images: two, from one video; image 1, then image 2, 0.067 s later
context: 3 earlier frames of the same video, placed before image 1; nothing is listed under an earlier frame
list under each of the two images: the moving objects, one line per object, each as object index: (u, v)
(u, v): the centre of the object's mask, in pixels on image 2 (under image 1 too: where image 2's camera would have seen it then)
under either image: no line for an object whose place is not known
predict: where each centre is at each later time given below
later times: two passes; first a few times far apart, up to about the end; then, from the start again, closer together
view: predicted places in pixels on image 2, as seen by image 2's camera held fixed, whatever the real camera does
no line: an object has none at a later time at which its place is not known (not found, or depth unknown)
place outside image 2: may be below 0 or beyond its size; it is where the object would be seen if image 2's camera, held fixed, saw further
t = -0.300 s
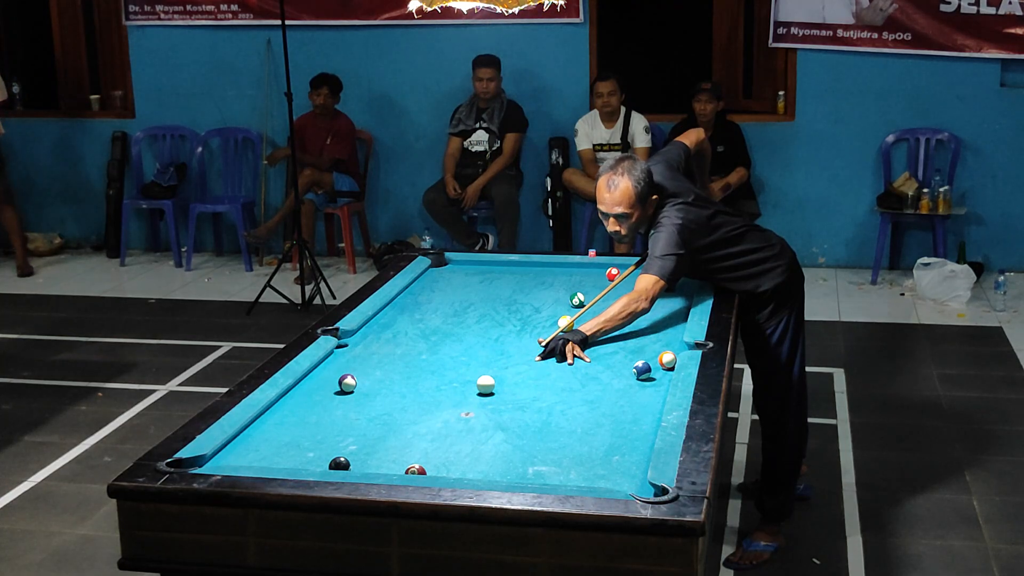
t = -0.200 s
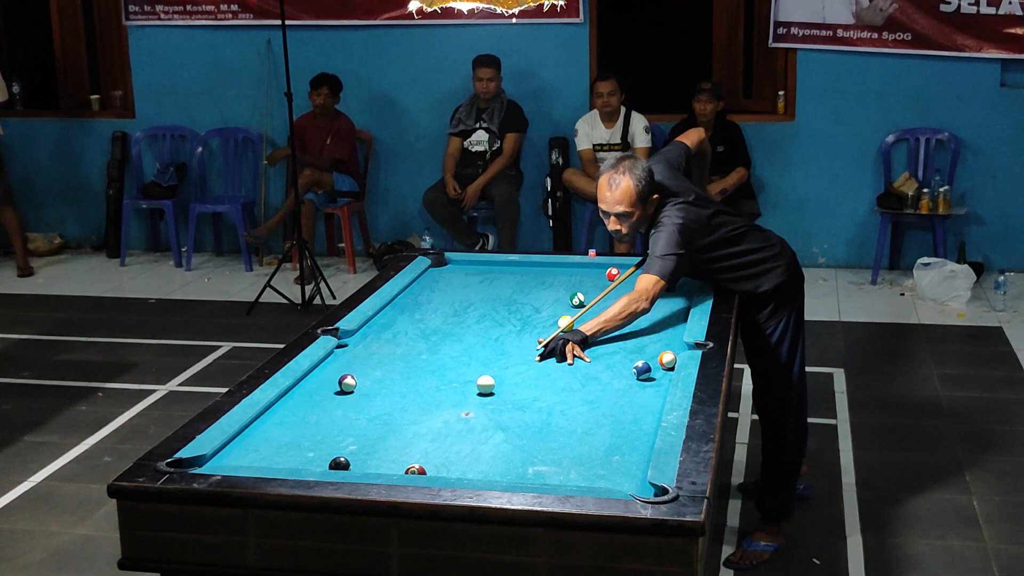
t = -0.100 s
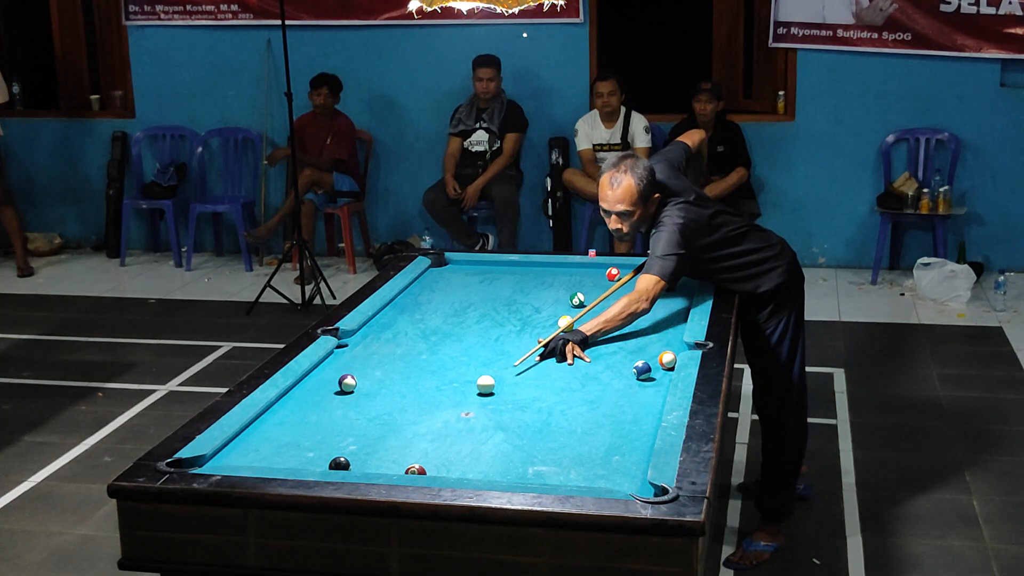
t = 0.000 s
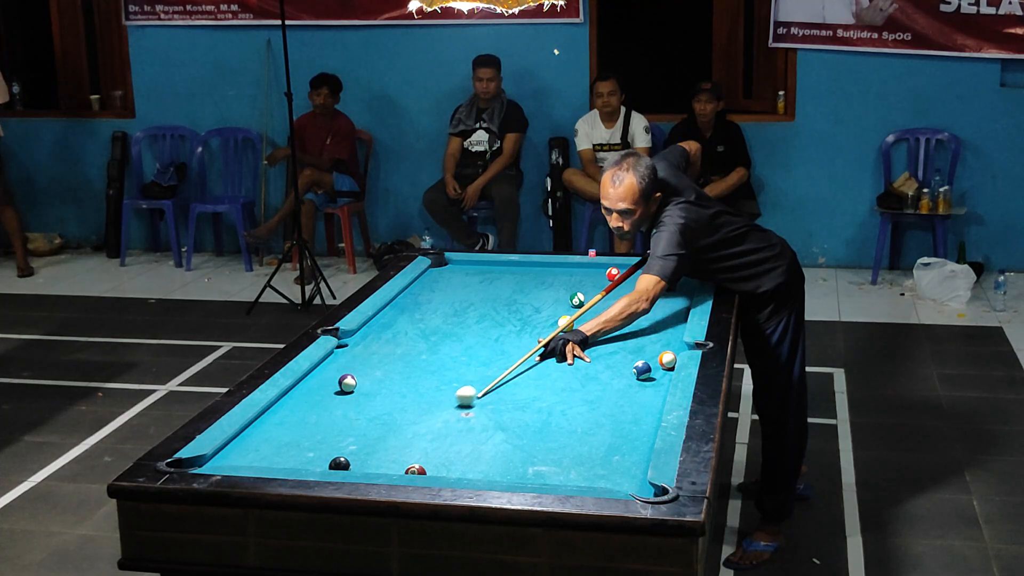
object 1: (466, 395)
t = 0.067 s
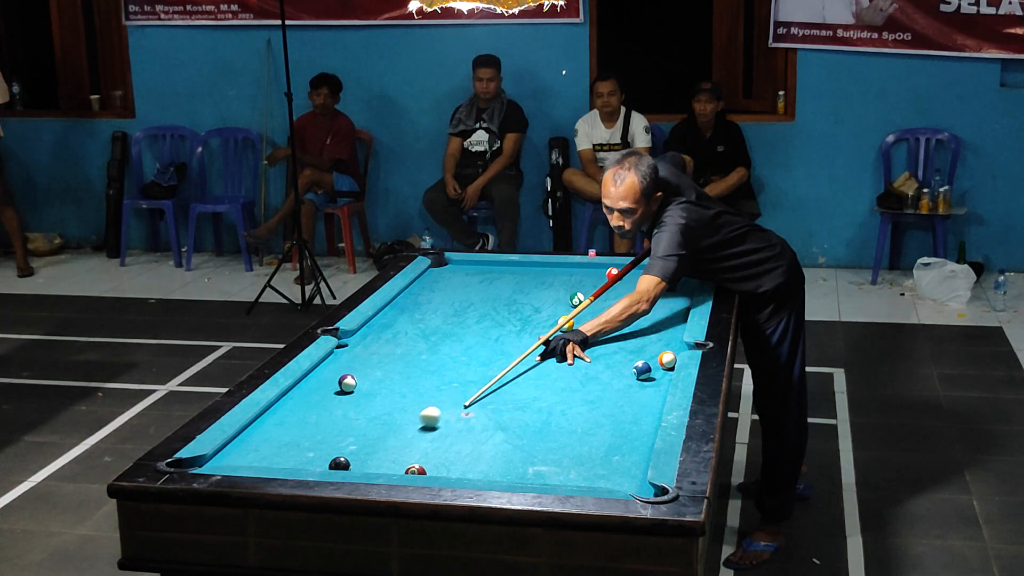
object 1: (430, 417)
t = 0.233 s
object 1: (358, 461)
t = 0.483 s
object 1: (374, 466)
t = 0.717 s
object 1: (388, 468)
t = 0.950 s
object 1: (398, 467)
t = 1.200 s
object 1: (403, 465)
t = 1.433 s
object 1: (407, 464)
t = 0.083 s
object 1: (421, 422)
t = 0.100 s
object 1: (413, 427)
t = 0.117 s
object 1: (404, 432)
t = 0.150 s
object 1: (387, 442)
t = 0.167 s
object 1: (379, 448)
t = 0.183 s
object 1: (371, 452)
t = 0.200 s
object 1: (363, 457)
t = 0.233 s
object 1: (358, 461)
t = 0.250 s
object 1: (360, 461)
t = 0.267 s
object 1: (361, 462)
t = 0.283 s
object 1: (362, 462)
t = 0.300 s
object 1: (363, 463)
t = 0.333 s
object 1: (365, 463)
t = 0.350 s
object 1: (366, 463)
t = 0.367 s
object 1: (367, 464)
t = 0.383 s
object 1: (368, 464)
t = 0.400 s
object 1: (369, 464)
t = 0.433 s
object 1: (371, 465)
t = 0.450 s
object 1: (372, 465)
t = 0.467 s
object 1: (373, 466)
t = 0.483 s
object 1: (374, 466)
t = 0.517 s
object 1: (376, 466)
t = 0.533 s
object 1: (377, 467)
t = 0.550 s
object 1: (378, 467)
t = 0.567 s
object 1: (379, 467)
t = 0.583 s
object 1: (380, 467)
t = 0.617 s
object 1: (382, 468)
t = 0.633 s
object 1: (383, 468)
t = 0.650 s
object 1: (384, 468)
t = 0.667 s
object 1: (385, 469)
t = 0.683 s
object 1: (386, 469)
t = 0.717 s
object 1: (388, 468)
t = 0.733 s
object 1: (388, 468)
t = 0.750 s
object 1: (390, 468)
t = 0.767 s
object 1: (390, 468)
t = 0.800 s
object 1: (392, 468)
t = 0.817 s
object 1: (393, 468)
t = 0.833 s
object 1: (394, 468)
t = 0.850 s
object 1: (395, 468)
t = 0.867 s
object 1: (396, 468)
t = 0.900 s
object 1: (396, 468)
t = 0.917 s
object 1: (397, 467)
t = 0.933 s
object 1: (397, 467)
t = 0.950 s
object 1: (398, 467)
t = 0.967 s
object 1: (398, 467)
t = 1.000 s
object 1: (399, 467)
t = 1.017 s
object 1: (399, 467)
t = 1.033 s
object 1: (400, 467)
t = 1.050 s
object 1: (400, 466)
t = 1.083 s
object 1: (401, 466)
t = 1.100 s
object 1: (401, 466)
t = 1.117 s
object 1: (401, 466)
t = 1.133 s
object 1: (402, 466)
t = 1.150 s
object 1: (402, 466)
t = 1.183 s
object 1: (402, 465)
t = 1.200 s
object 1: (403, 465)
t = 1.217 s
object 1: (403, 465)
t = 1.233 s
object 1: (404, 465)
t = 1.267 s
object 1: (404, 465)
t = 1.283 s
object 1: (404, 465)
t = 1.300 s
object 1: (405, 464)
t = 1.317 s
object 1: (405, 464)
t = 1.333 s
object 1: (405, 464)
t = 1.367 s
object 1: (406, 464)
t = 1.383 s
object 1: (406, 464)
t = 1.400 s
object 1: (406, 464)
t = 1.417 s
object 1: (407, 464)
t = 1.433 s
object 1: (407, 464)
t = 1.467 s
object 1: (407, 463)
